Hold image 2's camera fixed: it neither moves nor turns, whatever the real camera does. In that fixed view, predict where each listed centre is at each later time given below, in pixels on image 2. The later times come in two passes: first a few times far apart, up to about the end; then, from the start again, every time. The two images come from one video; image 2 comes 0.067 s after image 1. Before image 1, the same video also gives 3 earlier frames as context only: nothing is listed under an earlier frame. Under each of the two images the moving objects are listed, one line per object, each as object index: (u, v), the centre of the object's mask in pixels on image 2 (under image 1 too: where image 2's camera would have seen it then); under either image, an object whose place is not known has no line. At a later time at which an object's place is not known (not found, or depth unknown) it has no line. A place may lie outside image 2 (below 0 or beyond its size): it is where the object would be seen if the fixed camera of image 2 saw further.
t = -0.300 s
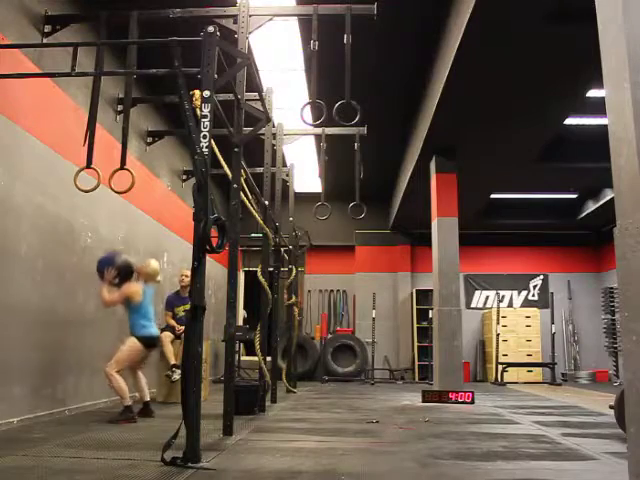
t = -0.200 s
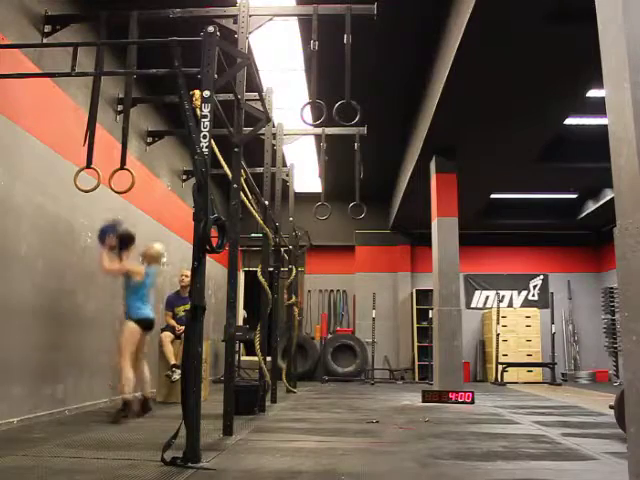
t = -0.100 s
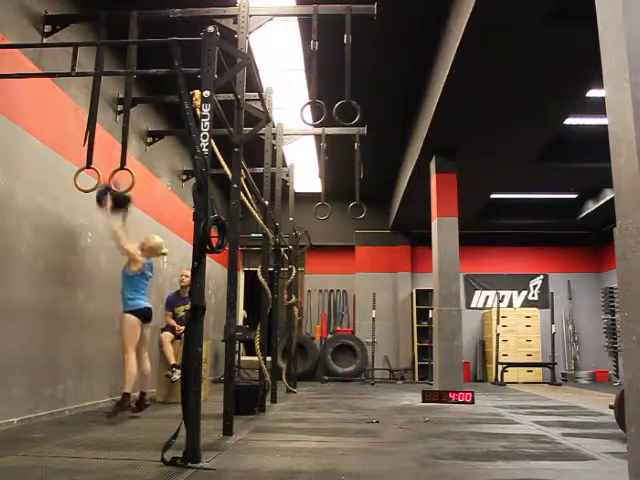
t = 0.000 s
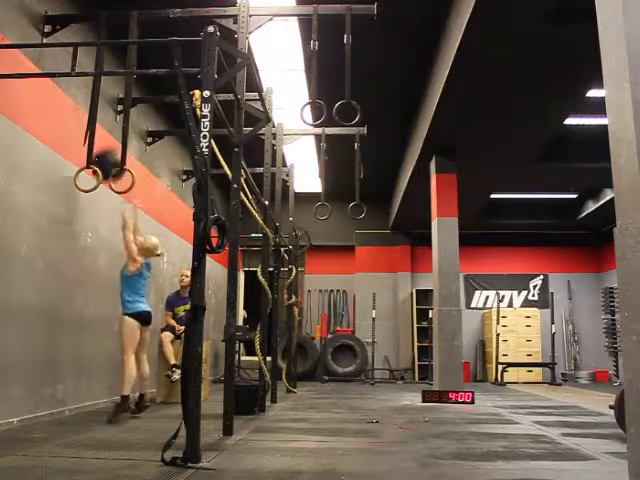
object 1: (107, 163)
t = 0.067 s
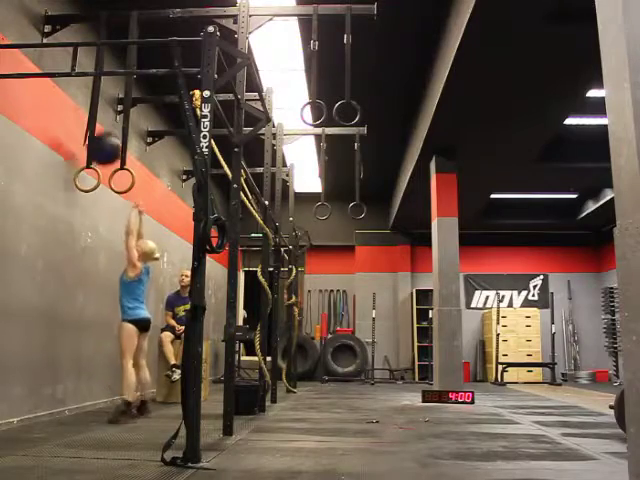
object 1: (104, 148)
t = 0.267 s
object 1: (95, 126)
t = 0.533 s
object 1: (104, 148)
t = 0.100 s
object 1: (103, 142)
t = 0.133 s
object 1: (100, 137)
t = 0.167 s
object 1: (98, 132)
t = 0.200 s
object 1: (96, 129)
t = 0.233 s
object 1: (95, 127)
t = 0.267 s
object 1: (95, 126)
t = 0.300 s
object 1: (95, 125)
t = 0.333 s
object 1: (96, 125)
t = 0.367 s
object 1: (98, 126)
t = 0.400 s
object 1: (99, 129)
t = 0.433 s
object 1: (101, 132)
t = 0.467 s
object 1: (101, 136)
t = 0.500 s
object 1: (102, 141)
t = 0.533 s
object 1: (104, 148)
